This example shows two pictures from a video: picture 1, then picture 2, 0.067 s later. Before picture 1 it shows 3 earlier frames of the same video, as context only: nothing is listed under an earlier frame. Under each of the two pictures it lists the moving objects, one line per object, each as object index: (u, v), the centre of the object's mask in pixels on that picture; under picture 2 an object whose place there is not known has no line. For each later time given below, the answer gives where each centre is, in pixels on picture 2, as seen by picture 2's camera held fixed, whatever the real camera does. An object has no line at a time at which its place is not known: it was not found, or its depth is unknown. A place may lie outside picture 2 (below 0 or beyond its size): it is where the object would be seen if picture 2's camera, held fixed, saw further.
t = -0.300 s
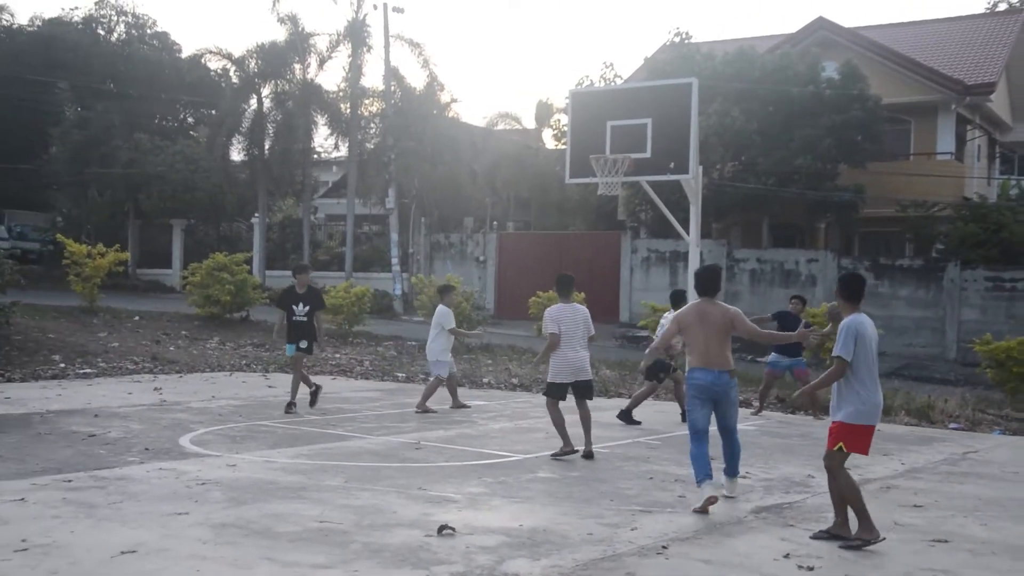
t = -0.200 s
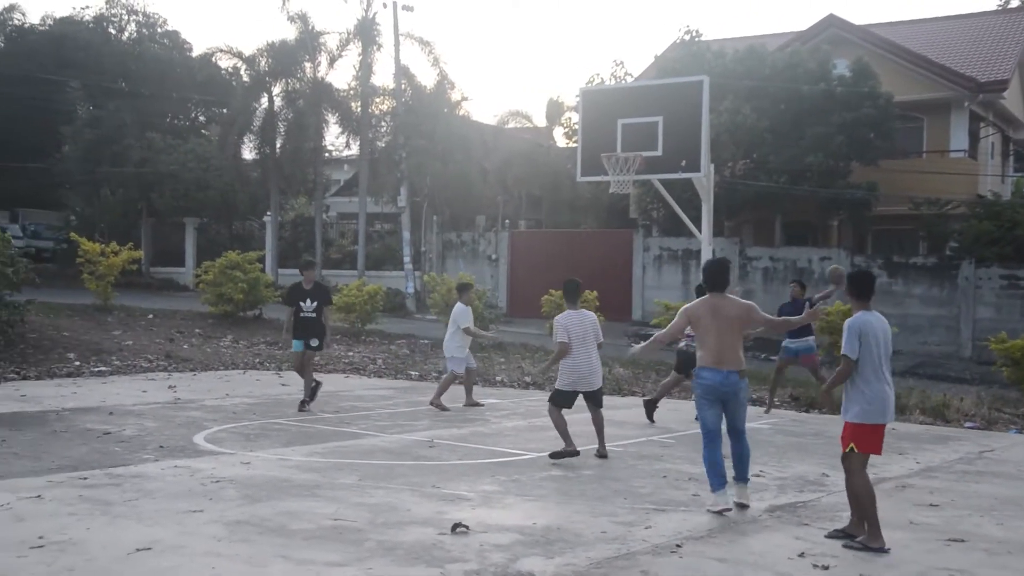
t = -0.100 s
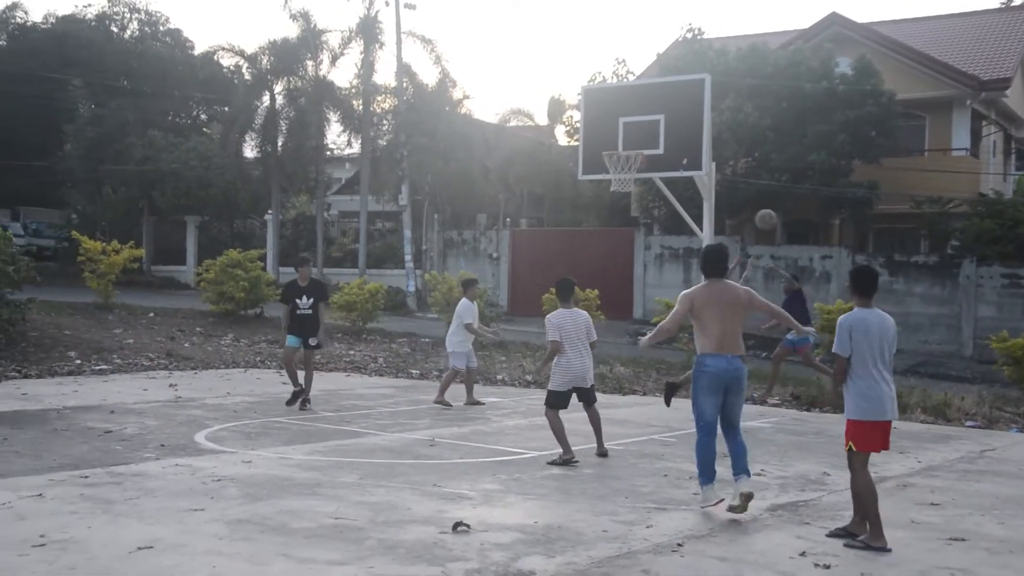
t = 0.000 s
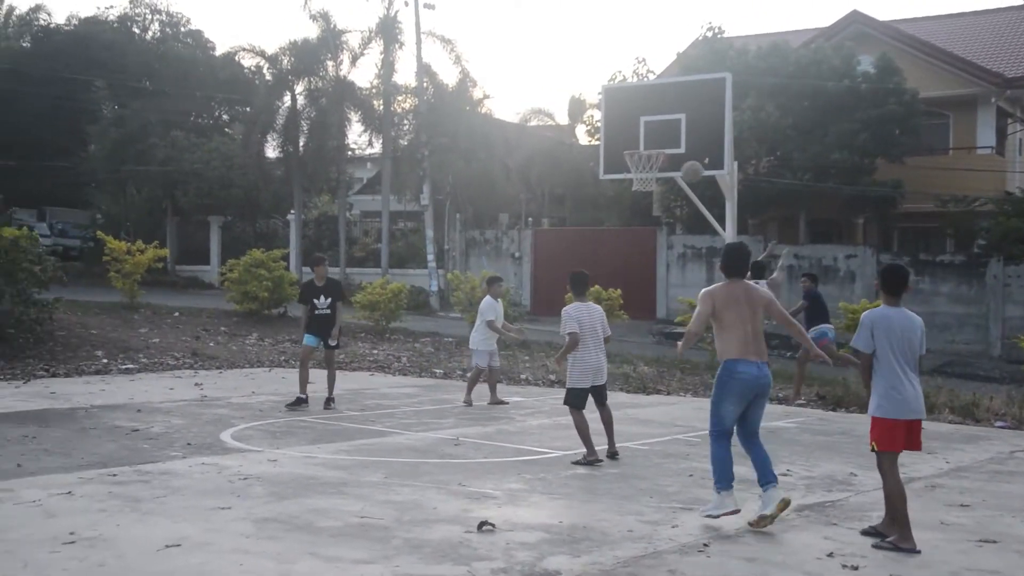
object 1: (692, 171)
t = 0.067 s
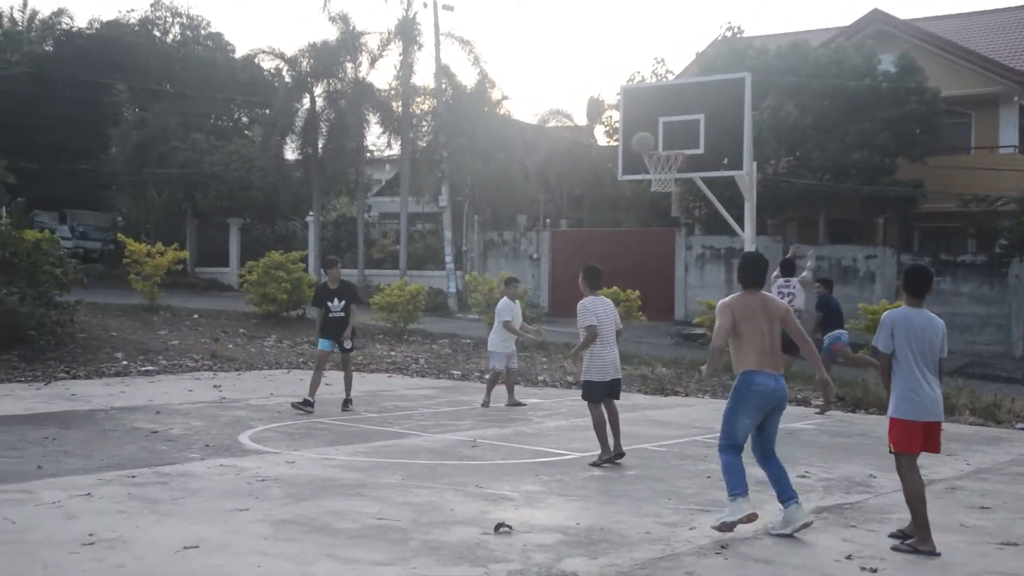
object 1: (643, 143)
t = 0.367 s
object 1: (292, 37)
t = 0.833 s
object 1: (-509, -20)
